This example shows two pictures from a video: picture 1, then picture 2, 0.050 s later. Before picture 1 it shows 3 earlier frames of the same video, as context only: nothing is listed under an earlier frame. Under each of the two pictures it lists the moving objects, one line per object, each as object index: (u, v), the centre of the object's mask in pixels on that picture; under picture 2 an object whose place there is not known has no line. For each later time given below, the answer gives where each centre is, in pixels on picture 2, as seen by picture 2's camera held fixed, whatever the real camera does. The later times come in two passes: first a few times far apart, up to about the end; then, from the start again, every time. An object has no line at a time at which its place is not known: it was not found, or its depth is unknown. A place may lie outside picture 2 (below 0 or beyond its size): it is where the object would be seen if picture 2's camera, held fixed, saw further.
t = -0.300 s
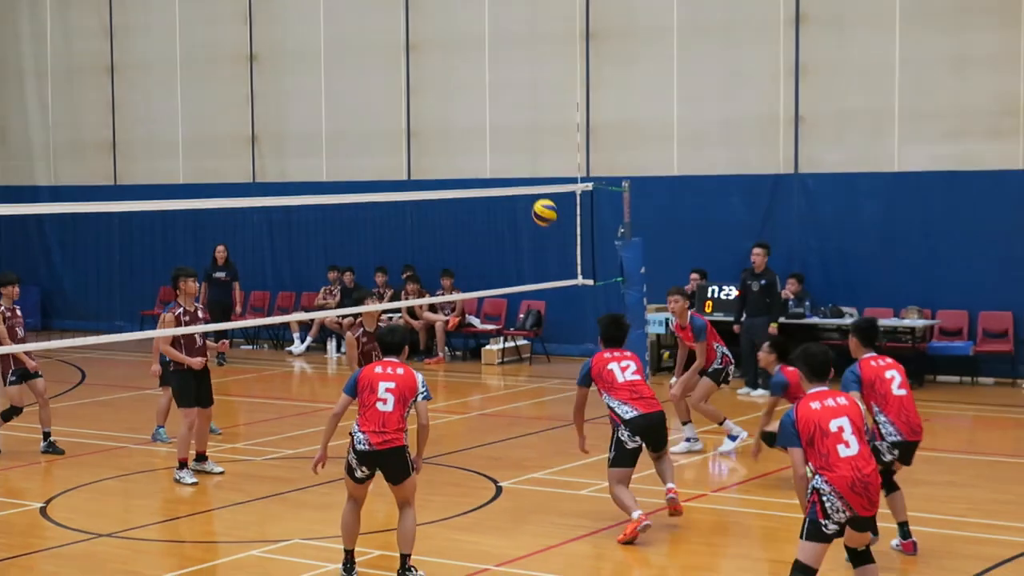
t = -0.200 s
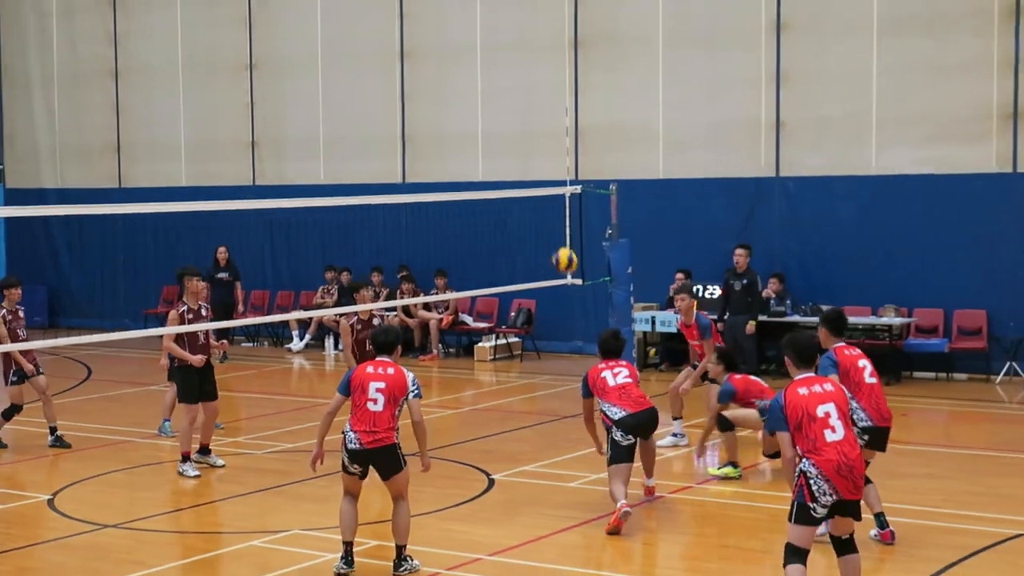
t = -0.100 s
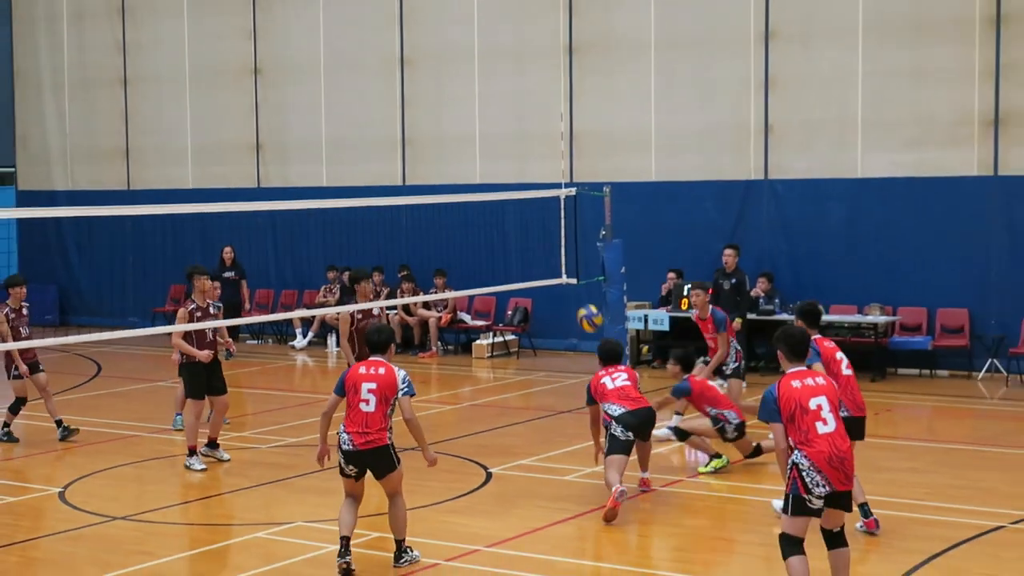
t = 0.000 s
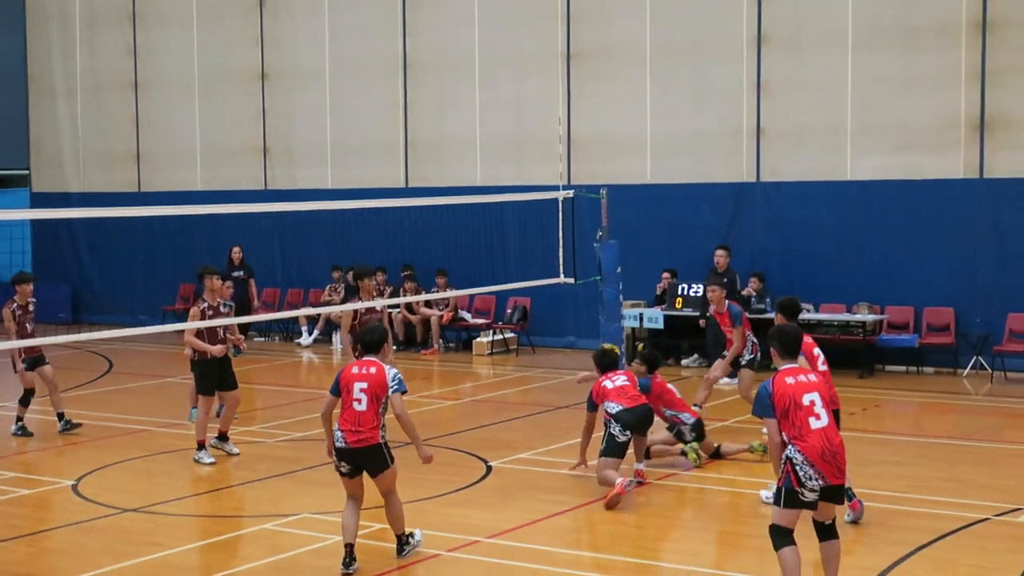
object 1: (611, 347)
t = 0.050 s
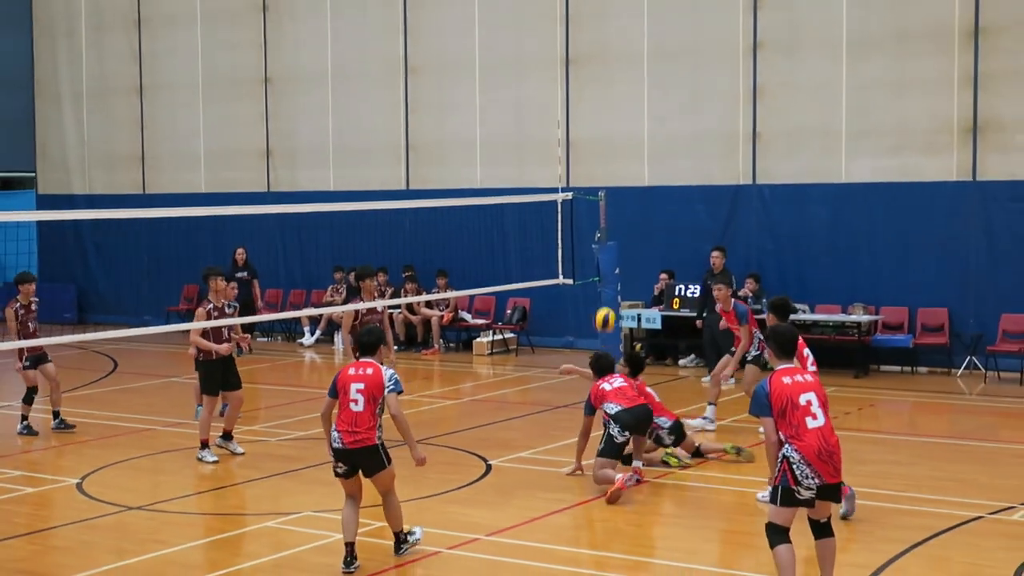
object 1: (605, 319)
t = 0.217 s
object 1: (597, 218)
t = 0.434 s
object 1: (590, 126)
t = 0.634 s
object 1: (585, 87)
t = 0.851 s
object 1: (580, 96)
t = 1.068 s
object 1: (577, 161)
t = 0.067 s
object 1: (604, 308)
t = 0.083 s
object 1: (603, 298)
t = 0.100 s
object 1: (602, 287)
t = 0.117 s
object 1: (601, 277)
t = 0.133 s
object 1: (599, 266)
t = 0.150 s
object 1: (599, 255)
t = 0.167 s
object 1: (598, 245)
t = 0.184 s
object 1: (598, 235)
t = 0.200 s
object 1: (597, 226)
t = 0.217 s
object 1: (597, 218)
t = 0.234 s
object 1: (596, 209)
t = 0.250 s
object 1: (596, 201)
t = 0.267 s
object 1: (594, 193)
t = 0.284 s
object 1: (594, 186)
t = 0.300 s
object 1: (594, 177)
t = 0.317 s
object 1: (593, 169)
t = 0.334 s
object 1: (592, 162)
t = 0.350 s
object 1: (592, 155)
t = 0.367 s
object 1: (591, 149)
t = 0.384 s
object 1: (591, 142)
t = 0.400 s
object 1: (591, 137)
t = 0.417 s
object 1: (590, 131)
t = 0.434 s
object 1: (590, 126)
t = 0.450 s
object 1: (590, 121)
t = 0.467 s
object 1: (589, 116)
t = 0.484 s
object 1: (588, 112)
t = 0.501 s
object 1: (588, 108)
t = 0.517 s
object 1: (587, 104)
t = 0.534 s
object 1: (587, 101)
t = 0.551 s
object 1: (586, 98)
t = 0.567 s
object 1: (586, 96)
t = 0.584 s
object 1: (586, 92)
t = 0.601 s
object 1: (586, 90)
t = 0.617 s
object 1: (585, 88)
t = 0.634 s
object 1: (585, 87)
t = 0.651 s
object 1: (585, 86)
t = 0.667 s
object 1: (584, 85)
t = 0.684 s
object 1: (584, 84)
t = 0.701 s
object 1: (583, 84)
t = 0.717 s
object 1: (583, 84)
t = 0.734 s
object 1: (583, 84)
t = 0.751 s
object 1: (582, 85)
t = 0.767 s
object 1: (582, 86)
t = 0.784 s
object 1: (582, 87)
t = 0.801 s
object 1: (582, 89)
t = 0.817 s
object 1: (581, 91)
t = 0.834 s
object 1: (580, 93)
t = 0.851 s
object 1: (580, 96)
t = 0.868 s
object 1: (580, 99)
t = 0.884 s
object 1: (580, 102)
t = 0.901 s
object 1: (579, 105)
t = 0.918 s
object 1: (579, 110)
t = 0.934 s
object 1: (579, 114)
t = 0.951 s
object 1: (579, 119)
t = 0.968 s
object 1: (578, 124)
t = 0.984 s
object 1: (578, 129)
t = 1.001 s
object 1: (578, 135)
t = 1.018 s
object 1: (577, 141)
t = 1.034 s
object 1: (577, 147)
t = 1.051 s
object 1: (578, 154)
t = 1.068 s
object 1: (577, 161)
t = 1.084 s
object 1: (577, 168)
